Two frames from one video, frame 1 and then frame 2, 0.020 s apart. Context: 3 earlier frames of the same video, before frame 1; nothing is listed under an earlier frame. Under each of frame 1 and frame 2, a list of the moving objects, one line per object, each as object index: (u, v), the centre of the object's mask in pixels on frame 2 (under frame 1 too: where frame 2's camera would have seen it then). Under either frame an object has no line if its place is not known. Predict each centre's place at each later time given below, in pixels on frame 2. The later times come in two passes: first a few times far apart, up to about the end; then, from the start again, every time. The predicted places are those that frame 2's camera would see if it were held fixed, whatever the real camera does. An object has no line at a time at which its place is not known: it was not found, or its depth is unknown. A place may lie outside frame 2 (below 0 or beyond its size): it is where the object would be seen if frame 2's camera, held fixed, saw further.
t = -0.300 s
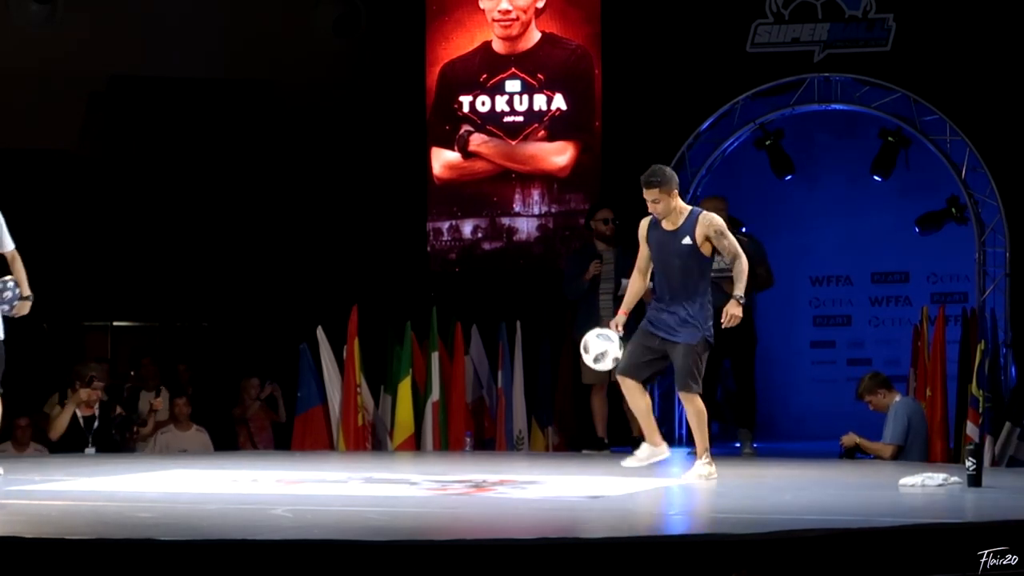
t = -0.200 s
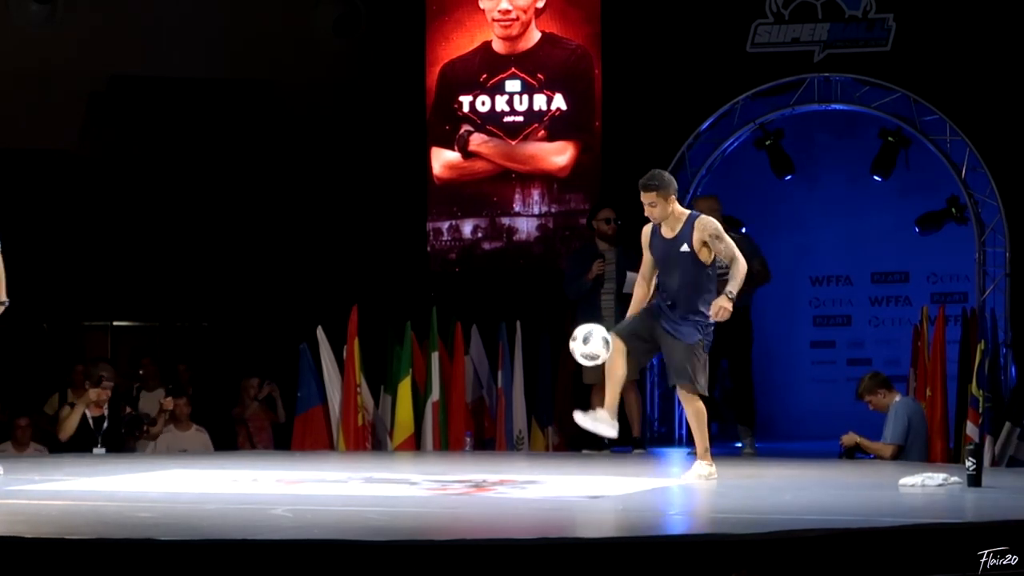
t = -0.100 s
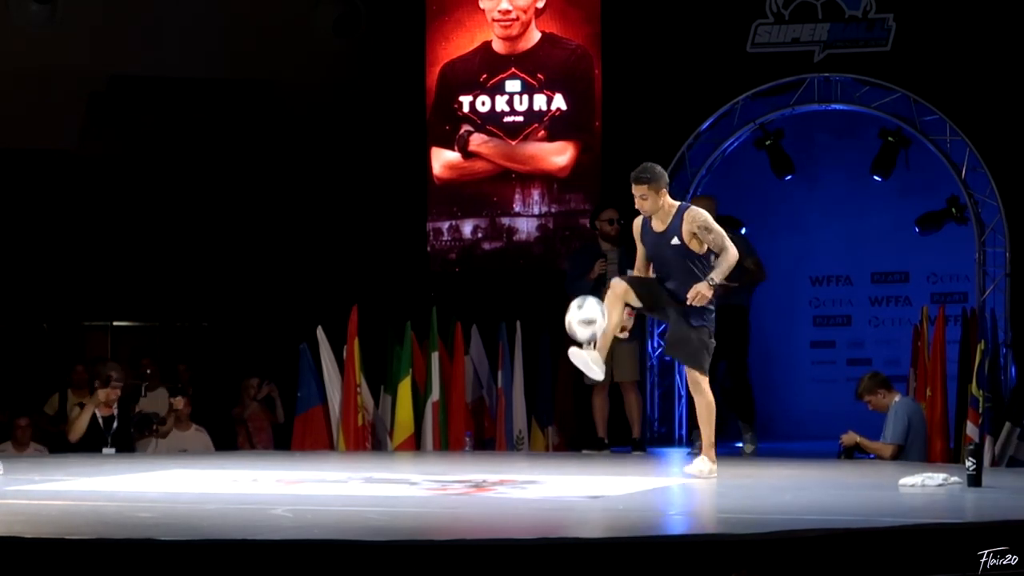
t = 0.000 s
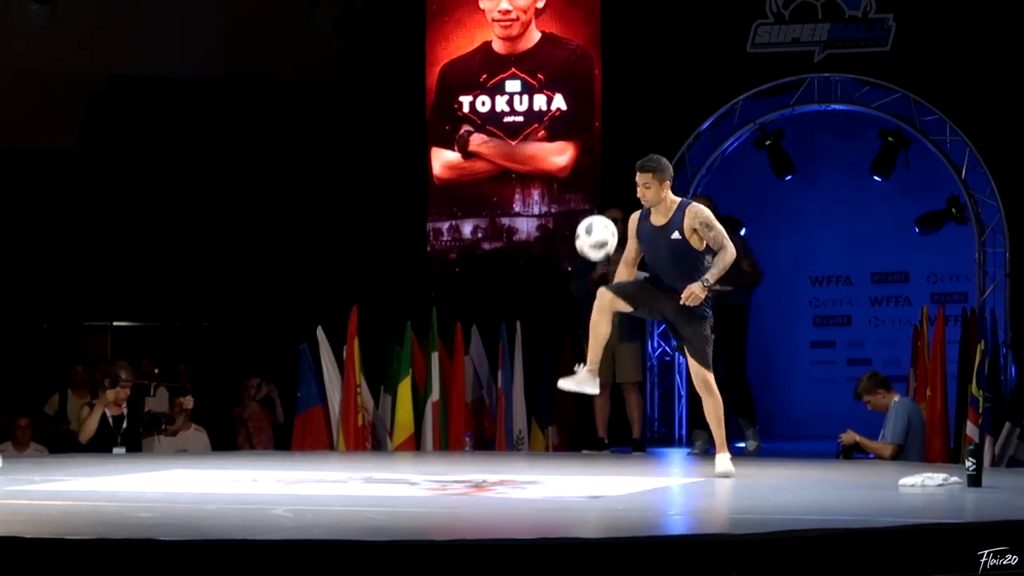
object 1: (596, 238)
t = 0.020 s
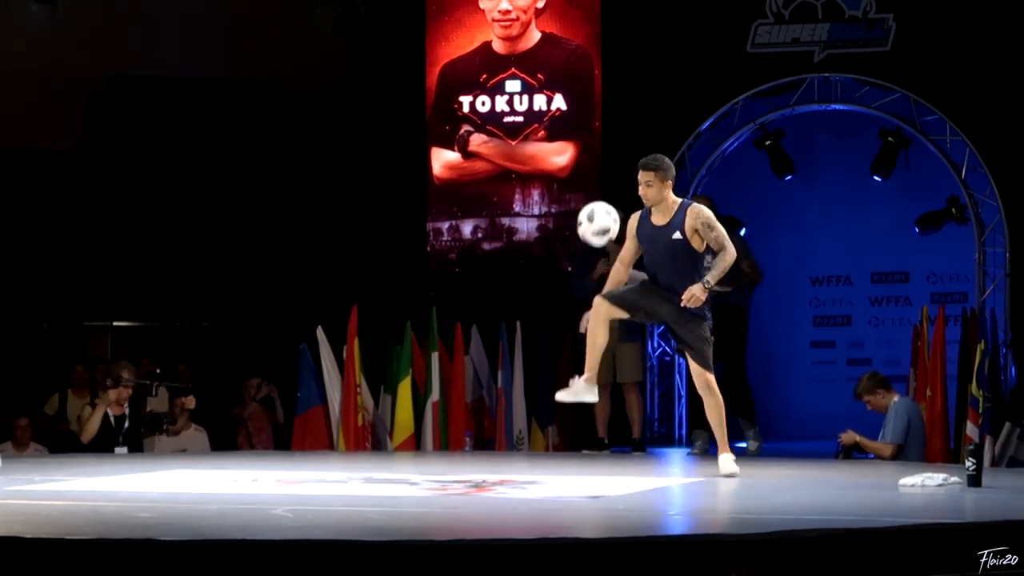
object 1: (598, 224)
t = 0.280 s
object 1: (623, 110)
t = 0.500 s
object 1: (645, 113)
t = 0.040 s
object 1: (600, 210)
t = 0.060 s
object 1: (602, 198)
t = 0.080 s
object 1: (604, 186)
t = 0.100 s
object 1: (606, 175)
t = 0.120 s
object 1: (608, 165)
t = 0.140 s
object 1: (610, 155)
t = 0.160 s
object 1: (612, 147)
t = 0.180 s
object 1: (614, 139)
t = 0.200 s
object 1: (616, 131)
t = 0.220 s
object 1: (618, 125)
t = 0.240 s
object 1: (620, 119)
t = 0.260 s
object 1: (621, 114)
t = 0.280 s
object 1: (623, 110)
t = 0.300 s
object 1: (625, 106)
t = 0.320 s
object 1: (627, 104)
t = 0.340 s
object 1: (629, 102)
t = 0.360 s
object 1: (631, 100)
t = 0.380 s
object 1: (633, 100)
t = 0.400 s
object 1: (635, 100)
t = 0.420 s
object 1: (637, 101)
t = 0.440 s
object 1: (639, 103)
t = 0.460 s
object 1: (641, 106)
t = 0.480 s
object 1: (643, 109)
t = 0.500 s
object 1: (645, 113)
